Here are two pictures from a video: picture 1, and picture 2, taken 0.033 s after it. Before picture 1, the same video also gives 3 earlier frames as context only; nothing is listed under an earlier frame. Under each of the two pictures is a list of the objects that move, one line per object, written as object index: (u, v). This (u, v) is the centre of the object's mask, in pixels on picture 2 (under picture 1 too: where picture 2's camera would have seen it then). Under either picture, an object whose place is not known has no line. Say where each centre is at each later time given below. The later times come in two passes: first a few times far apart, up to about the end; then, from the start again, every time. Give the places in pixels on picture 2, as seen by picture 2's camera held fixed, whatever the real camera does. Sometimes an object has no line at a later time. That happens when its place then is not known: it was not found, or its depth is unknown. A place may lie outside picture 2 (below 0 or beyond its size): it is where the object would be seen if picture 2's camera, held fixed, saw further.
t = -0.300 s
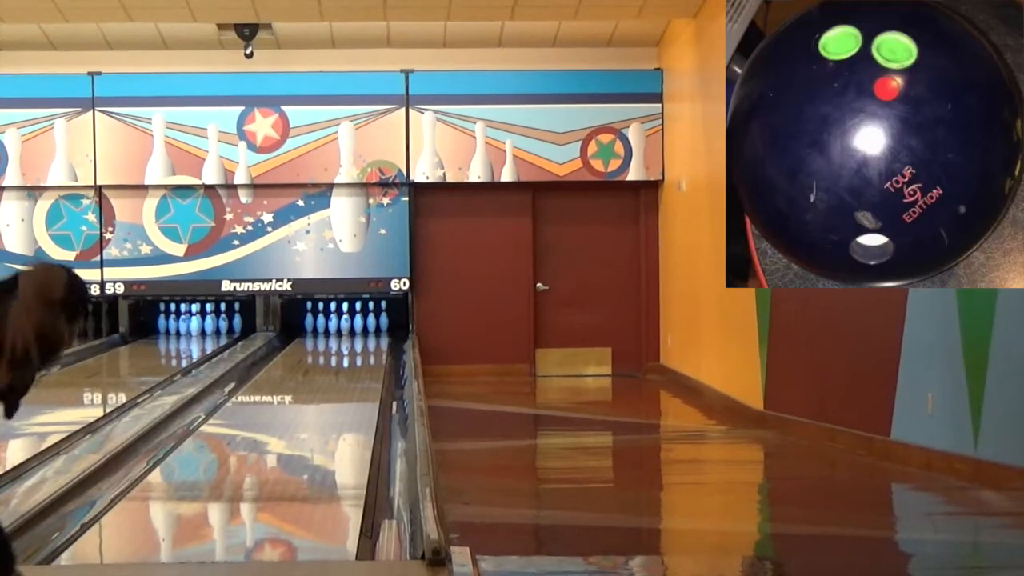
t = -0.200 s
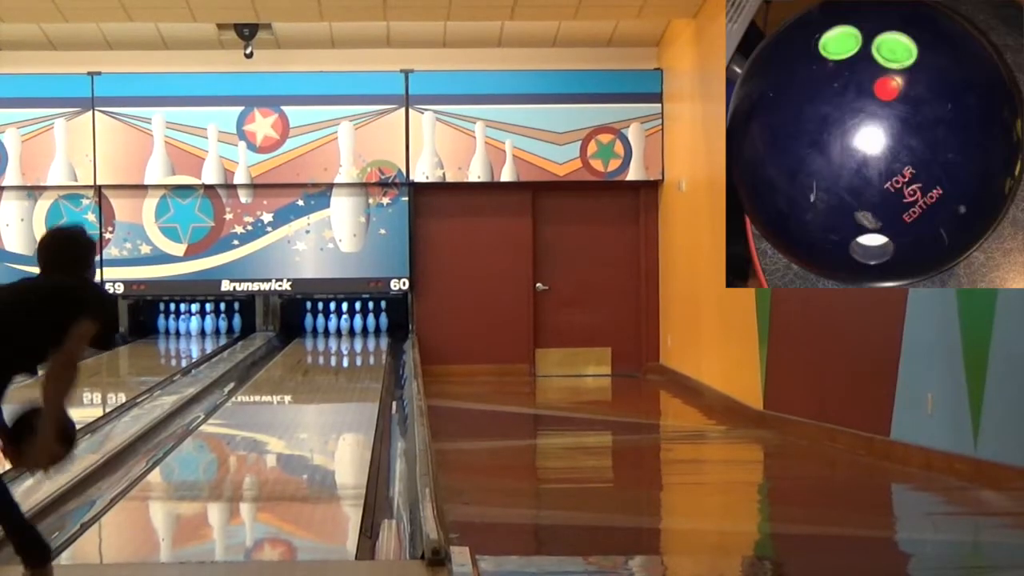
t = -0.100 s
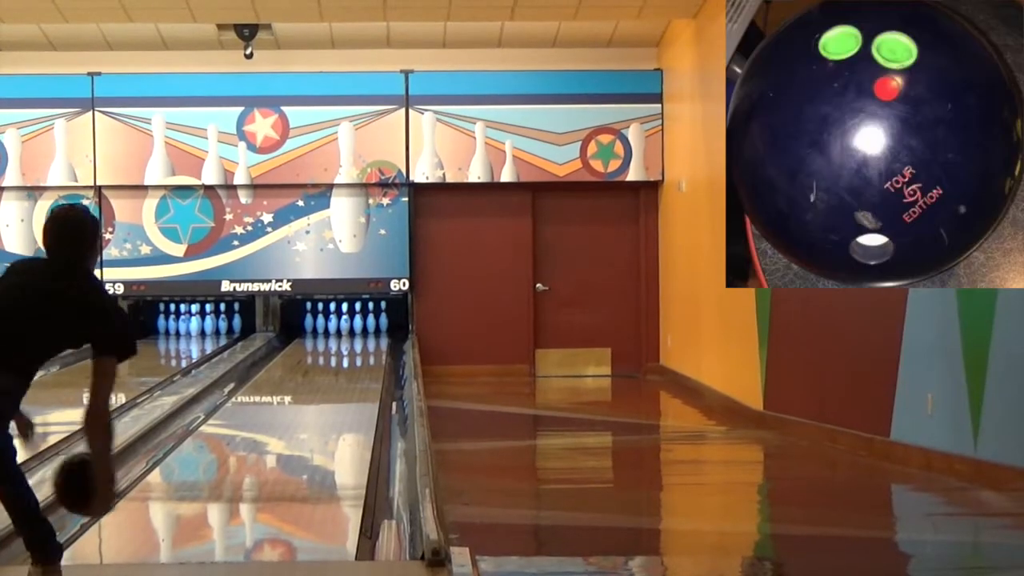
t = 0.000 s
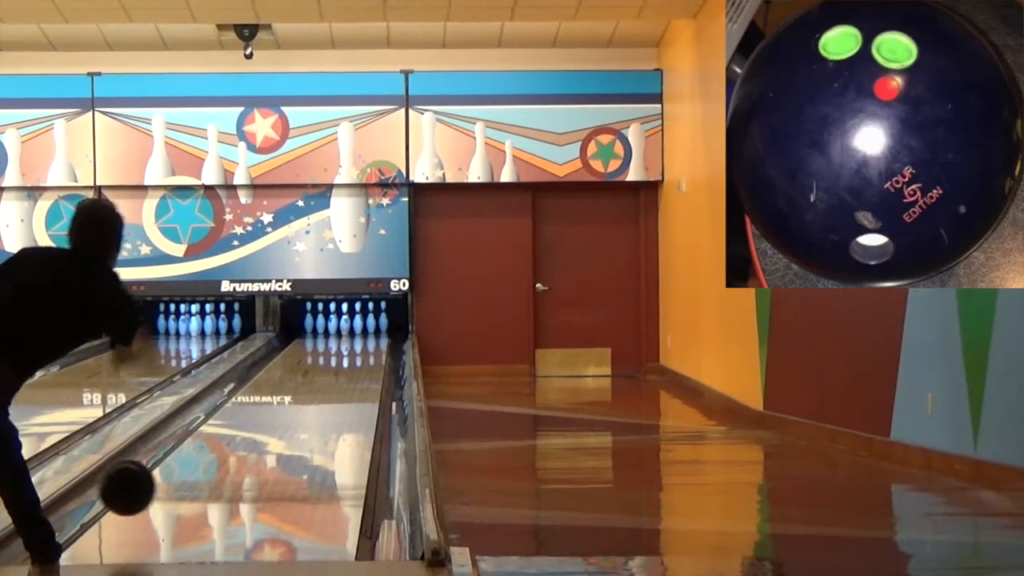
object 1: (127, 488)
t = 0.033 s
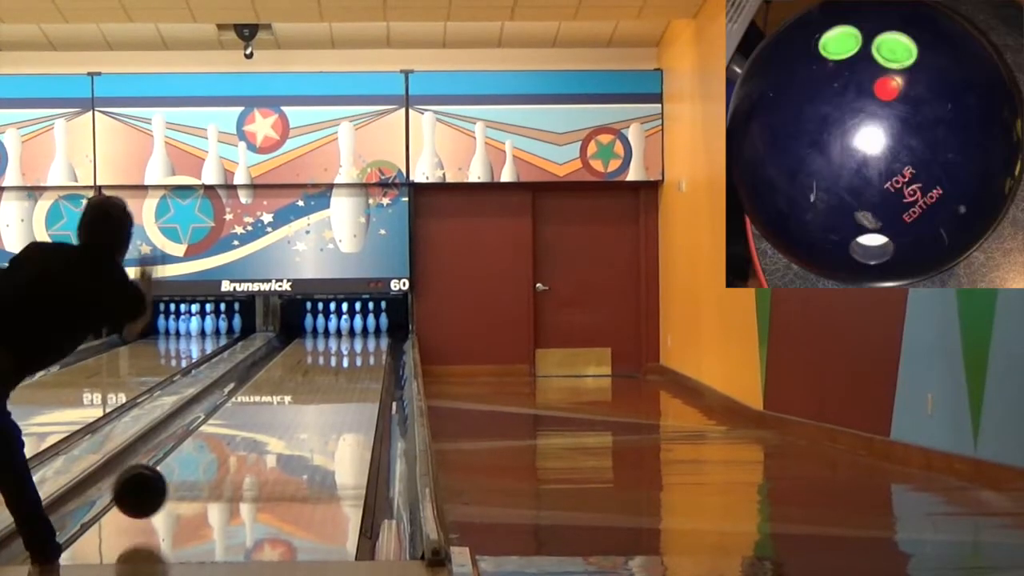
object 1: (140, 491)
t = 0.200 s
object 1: (192, 470)
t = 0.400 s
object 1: (238, 438)
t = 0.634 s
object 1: (278, 411)
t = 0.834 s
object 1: (304, 394)
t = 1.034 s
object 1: (325, 380)
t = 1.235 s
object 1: (341, 367)
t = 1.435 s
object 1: (354, 357)
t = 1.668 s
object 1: (366, 347)
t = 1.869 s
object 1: (370, 340)
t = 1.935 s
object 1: (370, 339)
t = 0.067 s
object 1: (152, 496)
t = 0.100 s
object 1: (162, 487)
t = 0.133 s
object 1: (173, 480)
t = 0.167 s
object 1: (183, 476)
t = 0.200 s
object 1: (192, 470)
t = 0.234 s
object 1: (201, 464)
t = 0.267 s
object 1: (209, 458)
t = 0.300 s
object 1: (217, 453)
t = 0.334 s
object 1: (224, 448)
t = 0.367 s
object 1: (232, 443)
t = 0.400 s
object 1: (238, 438)
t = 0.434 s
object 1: (245, 434)
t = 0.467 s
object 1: (251, 430)
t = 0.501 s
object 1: (257, 426)
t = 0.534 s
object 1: (263, 422)
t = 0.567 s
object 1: (268, 418)
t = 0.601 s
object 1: (273, 414)
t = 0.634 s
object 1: (278, 411)
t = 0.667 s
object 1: (283, 408)
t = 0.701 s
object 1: (288, 405)
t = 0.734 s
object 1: (292, 402)
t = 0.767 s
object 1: (296, 400)
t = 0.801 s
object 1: (301, 397)
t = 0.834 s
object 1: (304, 394)
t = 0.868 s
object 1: (308, 391)
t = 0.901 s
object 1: (312, 389)
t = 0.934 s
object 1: (315, 386)
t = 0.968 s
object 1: (319, 384)
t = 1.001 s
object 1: (322, 382)
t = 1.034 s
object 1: (325, 380)
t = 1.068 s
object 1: (328, 377)
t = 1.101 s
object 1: (331, 375)
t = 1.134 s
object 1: (333, 373)
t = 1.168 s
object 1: (336, 371)
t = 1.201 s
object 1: (339, 369)
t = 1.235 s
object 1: (341, 367)
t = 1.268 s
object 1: (344, 366)
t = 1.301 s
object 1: (346, 364)
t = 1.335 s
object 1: (348, 362)
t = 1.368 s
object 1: (350, 361)
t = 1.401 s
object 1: (352, 359)
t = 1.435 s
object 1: (354, 357)
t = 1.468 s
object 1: (356, 356)
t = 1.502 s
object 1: (358, 355)
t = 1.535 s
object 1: (360, 353)
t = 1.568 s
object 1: (361, 352)
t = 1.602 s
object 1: (363, 351)
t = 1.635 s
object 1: (364, 349)
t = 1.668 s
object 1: (366, 347)
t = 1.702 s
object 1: (367, 346)
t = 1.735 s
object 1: (368, 345)
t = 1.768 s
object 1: (368, 344)
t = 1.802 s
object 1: (369, 343)
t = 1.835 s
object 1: (370, 342)
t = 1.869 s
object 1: (370, 340)
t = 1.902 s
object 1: (370, 340)
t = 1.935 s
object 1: (370, 339)
